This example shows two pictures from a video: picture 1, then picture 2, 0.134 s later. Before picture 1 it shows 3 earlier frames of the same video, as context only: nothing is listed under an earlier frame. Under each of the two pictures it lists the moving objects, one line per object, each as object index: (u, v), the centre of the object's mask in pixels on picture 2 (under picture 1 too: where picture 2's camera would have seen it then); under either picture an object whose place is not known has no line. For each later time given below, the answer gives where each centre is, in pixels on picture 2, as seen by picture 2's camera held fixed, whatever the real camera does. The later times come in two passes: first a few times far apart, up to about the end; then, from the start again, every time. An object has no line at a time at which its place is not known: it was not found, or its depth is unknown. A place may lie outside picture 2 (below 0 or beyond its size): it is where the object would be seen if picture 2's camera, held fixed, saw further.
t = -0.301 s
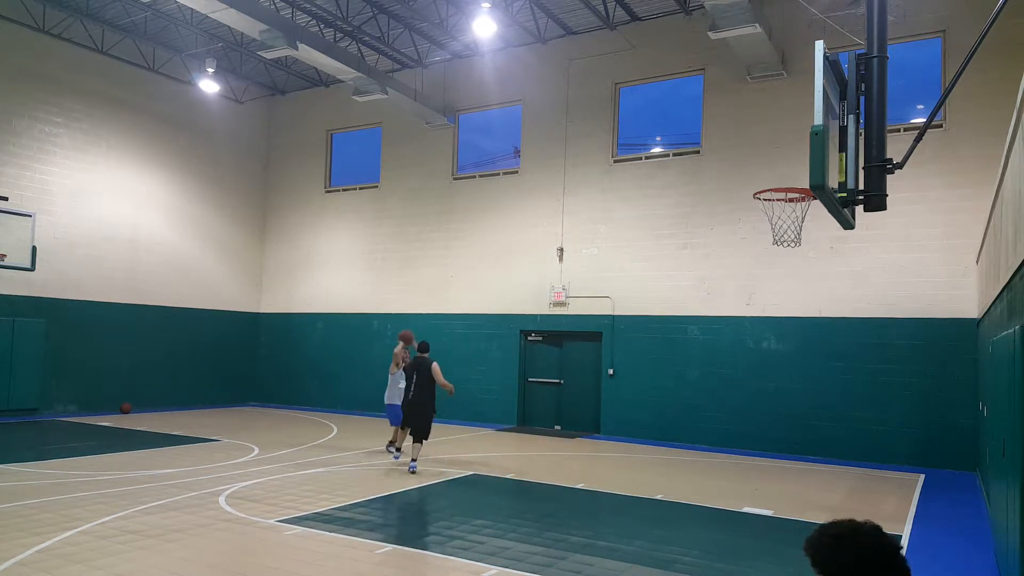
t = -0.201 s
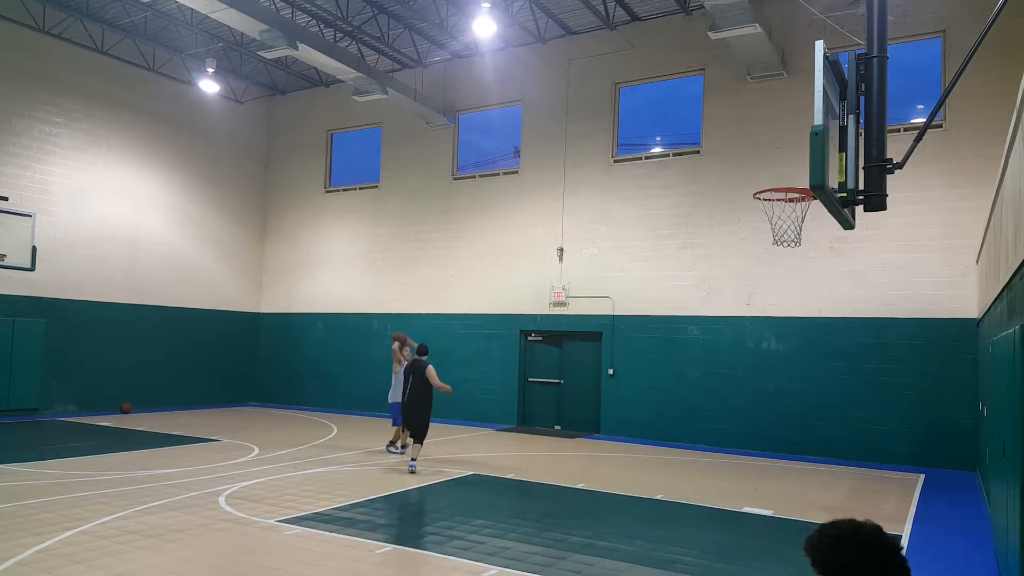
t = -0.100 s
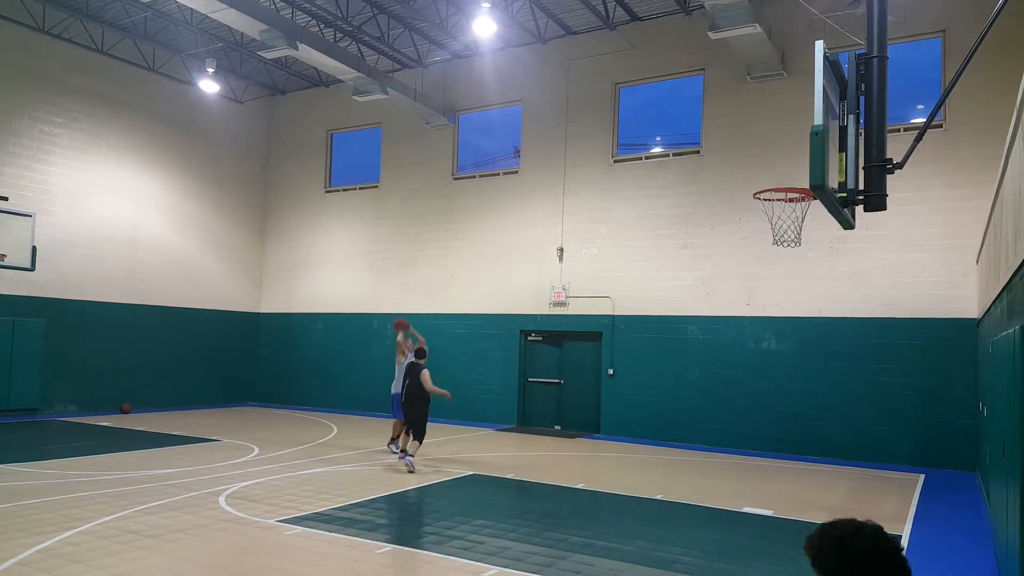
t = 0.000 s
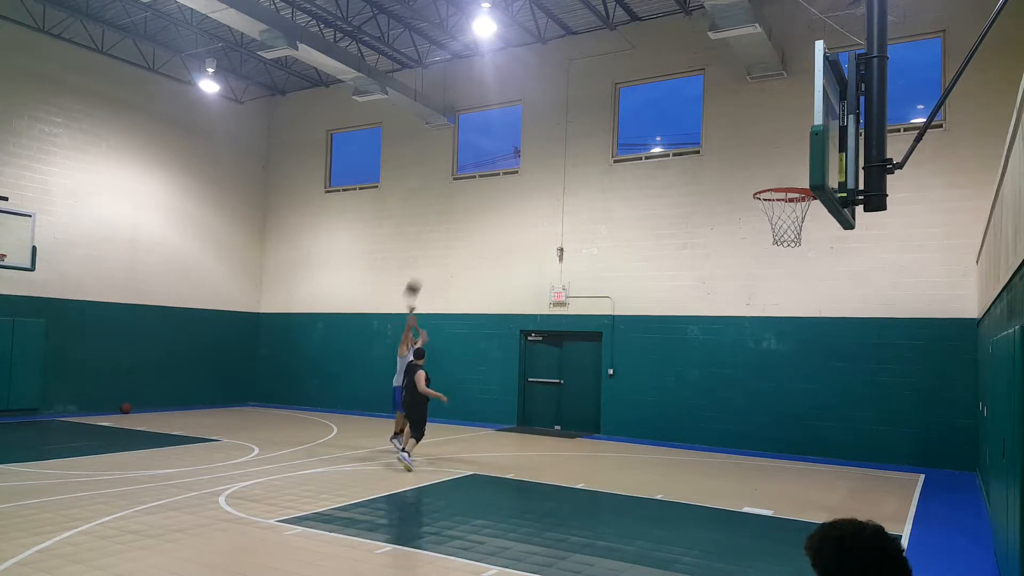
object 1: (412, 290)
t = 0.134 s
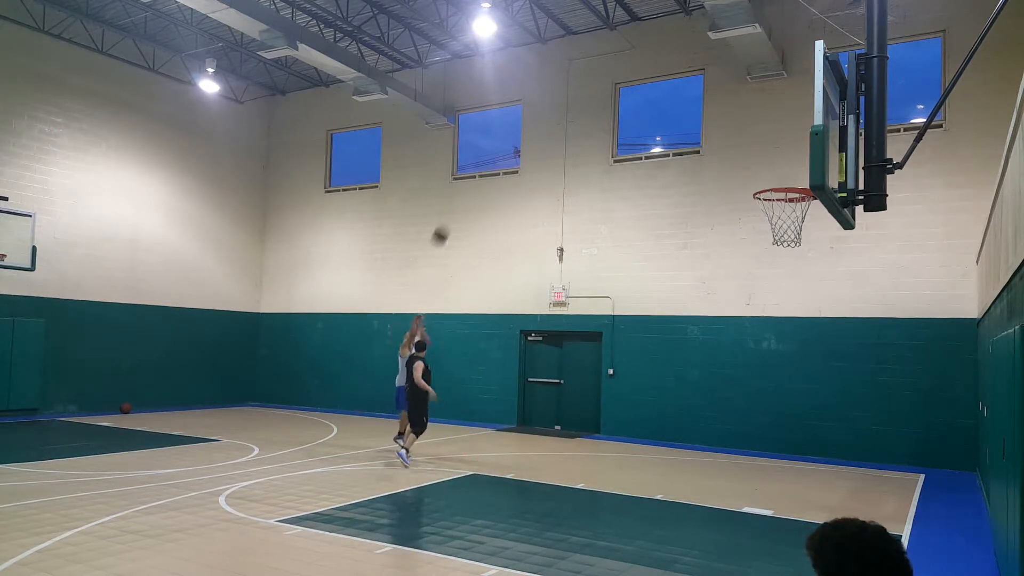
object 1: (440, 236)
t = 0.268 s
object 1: (469, 190)
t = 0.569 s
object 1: (546, 113)
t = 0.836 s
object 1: (632, 92)
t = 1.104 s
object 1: (745, 139)
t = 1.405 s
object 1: (737, 149)
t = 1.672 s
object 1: (675, 168)
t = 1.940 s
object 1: (627, 235)
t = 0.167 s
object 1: (448, 223)
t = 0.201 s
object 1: (455, 211)
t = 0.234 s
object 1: (462, 200)
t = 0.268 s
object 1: (469, 190)
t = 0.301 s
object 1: (477, 179)
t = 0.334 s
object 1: (486, 168)
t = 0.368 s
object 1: (494, 160)
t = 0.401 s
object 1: (502, 150)
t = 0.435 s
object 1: (510, 142)
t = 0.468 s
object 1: (519, 134)
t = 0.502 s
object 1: (528, 126)
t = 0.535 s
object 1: (536, 119)
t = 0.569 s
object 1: (546, 113)
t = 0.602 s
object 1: (556, 108)
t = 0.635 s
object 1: (565, 104)
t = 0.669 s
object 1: (576, 99)
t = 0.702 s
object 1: (586, 96)
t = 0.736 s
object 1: (597, 93)
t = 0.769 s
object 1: (608, 92)
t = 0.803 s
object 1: (619, 91)
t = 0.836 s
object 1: (632, 92)
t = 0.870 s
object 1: (645, 94)
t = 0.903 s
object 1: (658, 96)
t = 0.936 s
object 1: (672, 100)
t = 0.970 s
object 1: (685, 105)
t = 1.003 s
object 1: (701, 112)
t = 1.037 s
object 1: (716, 119)
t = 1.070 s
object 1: (729, 128)
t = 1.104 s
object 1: (745, 139)
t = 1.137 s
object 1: (762, 152)
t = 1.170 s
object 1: (778, 165)
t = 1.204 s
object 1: (794, 178)
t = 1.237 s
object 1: (786, 174)
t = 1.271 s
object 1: (776, 166)
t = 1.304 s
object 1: (766, 160)
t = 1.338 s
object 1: (756, 155)
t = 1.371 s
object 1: (746, 151)
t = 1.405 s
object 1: (737, 149)
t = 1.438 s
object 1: (729, 148)
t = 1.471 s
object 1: (720, 148)
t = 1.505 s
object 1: (712, 149)
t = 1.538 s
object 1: (704, 151)
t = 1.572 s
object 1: (696, 154)
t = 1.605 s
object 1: (689, 158)
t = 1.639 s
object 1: (682, 163)
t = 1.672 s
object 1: (675, 168)
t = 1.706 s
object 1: (669, 174)
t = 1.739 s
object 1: (662, 181)
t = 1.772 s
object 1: (656, 188)
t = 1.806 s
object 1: (650, 196)
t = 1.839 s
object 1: (644, 205)
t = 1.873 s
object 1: (638, 214)
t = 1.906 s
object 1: (633, 224)
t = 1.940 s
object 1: (627, 235)
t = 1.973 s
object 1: (622, 246)
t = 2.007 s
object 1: (617, 257)
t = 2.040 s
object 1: (612, 270)
